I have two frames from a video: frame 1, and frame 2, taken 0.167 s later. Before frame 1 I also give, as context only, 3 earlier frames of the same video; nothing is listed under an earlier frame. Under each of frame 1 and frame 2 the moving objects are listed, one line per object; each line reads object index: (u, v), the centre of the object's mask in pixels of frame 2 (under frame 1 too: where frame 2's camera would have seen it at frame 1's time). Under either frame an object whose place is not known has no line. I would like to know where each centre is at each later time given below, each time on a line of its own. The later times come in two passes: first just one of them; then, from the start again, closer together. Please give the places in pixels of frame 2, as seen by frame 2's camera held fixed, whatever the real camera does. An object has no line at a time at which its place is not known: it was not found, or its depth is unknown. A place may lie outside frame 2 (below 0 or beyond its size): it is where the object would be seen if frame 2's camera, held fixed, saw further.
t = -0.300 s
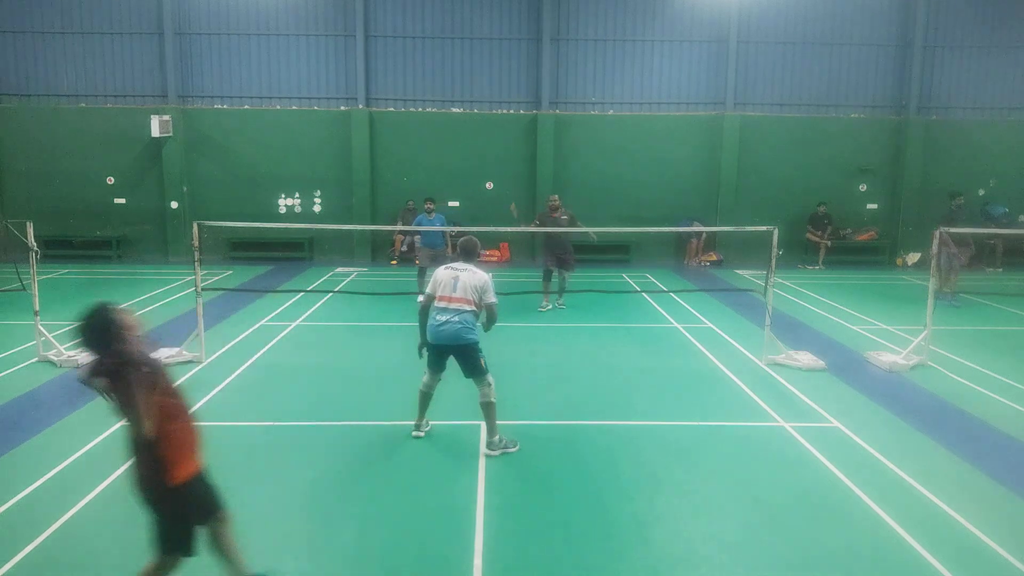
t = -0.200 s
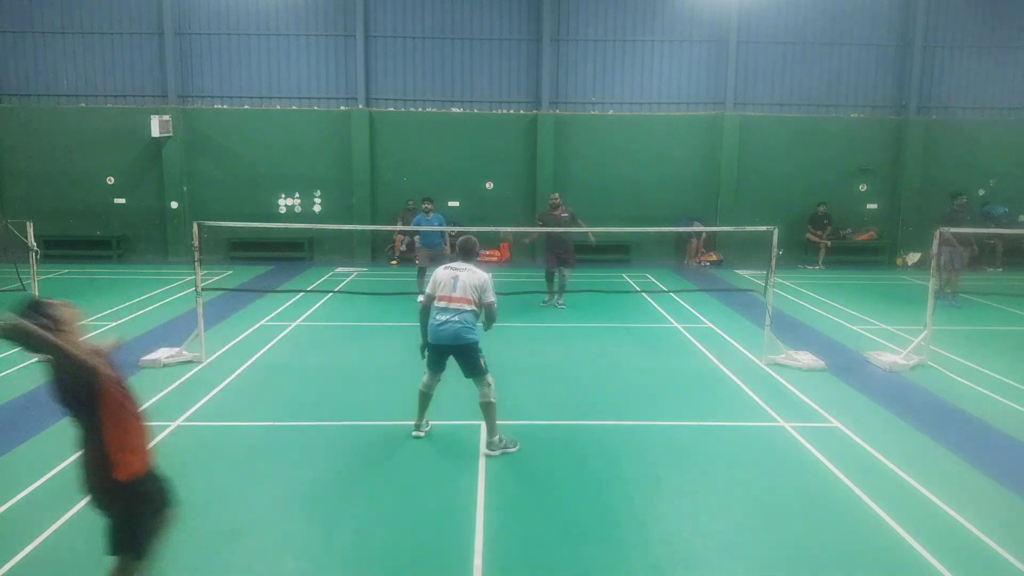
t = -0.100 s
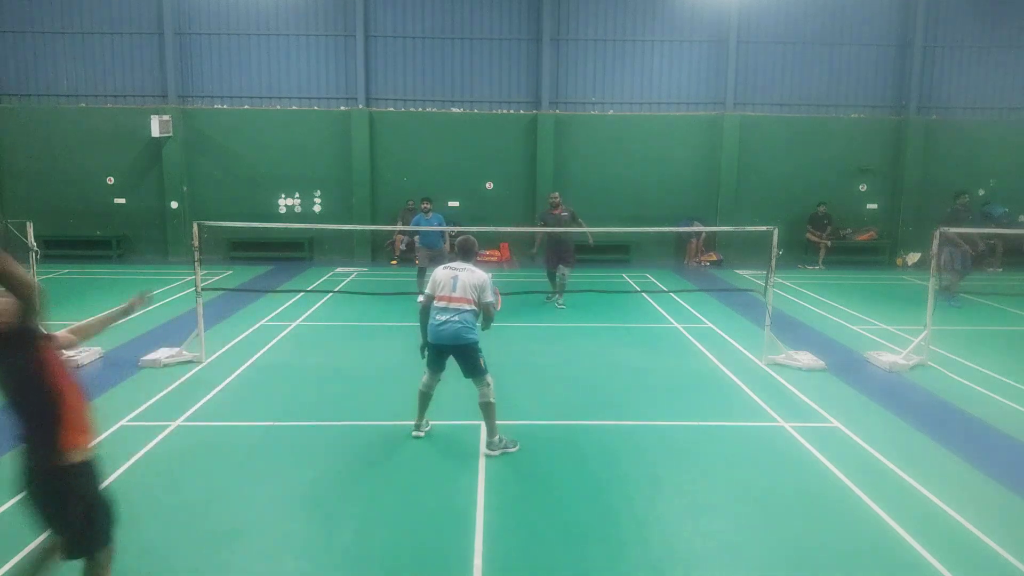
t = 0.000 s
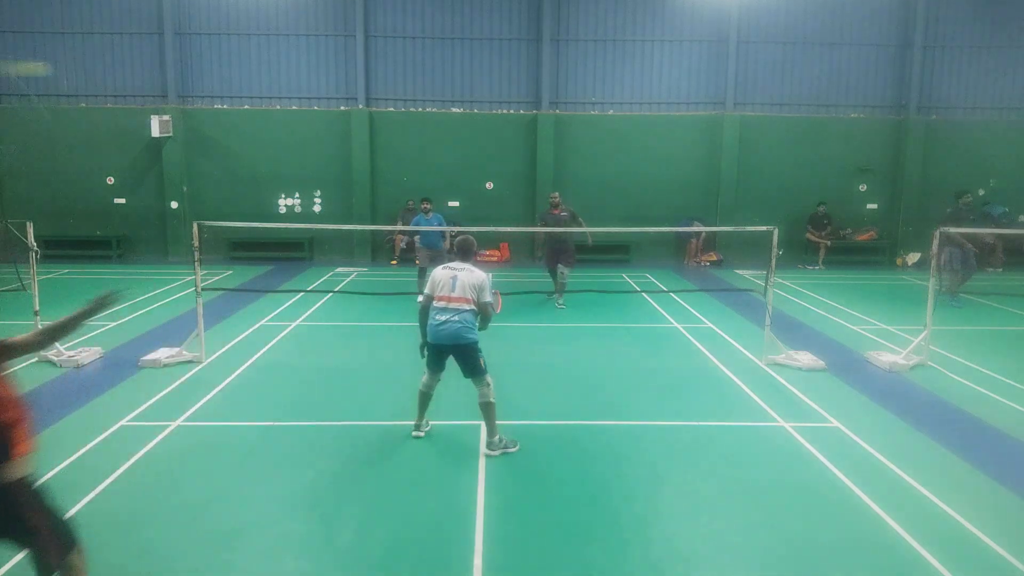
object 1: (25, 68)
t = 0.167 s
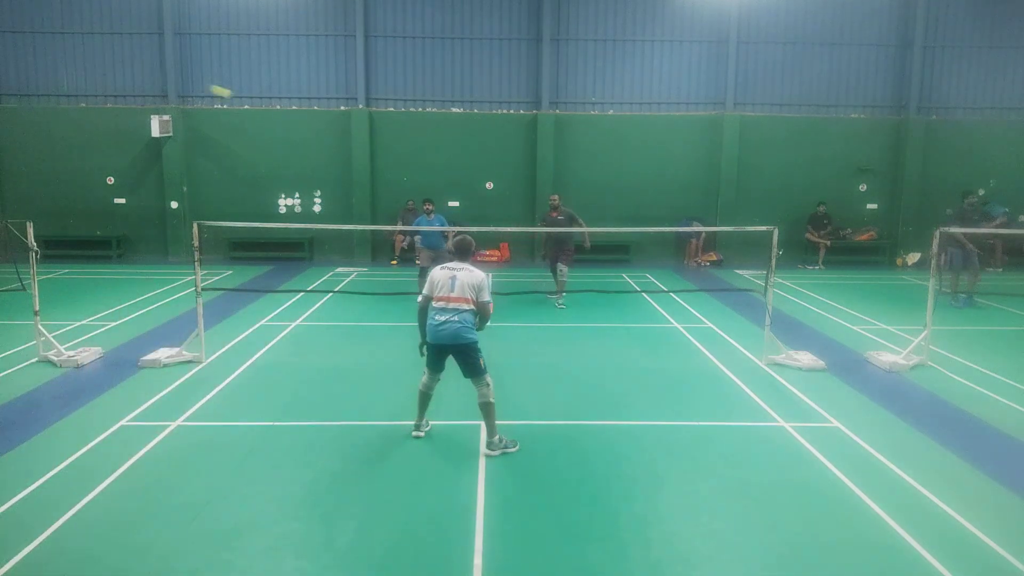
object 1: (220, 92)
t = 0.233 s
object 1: (253, 105)
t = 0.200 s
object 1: (238, 98)
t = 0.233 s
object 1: (253, 105)
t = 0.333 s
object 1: (286, 127)
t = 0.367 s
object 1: (294, 134)
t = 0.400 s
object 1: (301, 142)
